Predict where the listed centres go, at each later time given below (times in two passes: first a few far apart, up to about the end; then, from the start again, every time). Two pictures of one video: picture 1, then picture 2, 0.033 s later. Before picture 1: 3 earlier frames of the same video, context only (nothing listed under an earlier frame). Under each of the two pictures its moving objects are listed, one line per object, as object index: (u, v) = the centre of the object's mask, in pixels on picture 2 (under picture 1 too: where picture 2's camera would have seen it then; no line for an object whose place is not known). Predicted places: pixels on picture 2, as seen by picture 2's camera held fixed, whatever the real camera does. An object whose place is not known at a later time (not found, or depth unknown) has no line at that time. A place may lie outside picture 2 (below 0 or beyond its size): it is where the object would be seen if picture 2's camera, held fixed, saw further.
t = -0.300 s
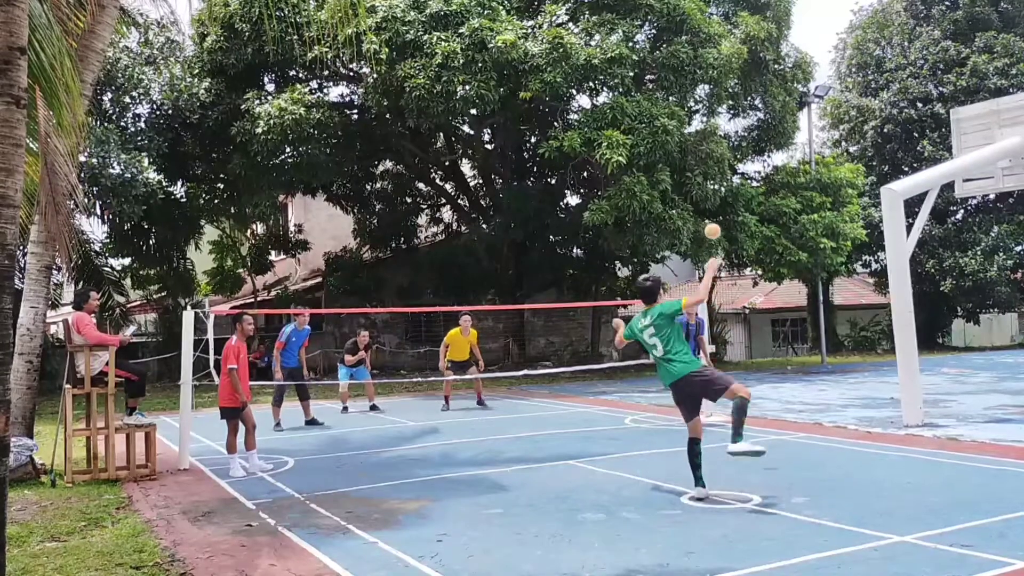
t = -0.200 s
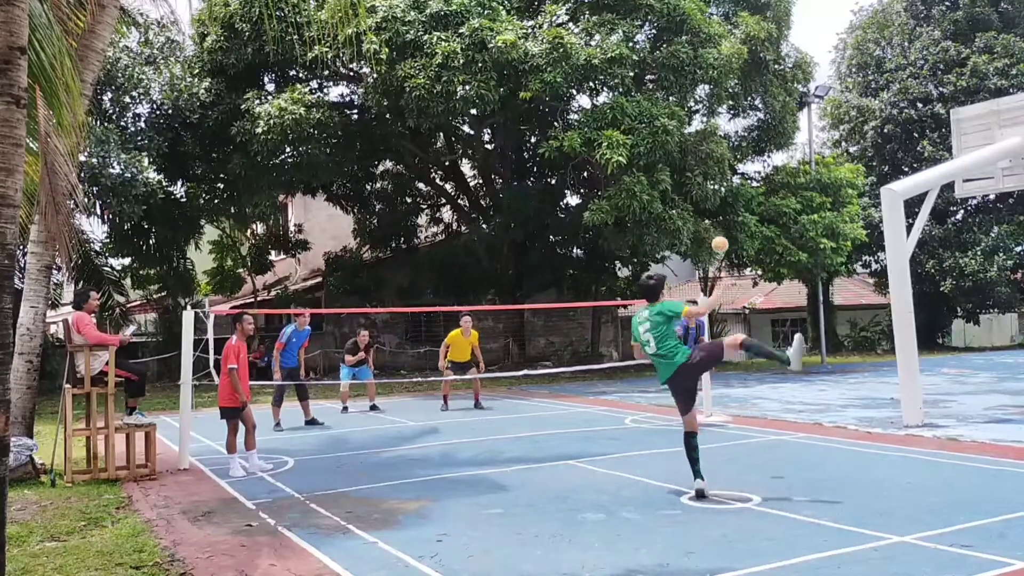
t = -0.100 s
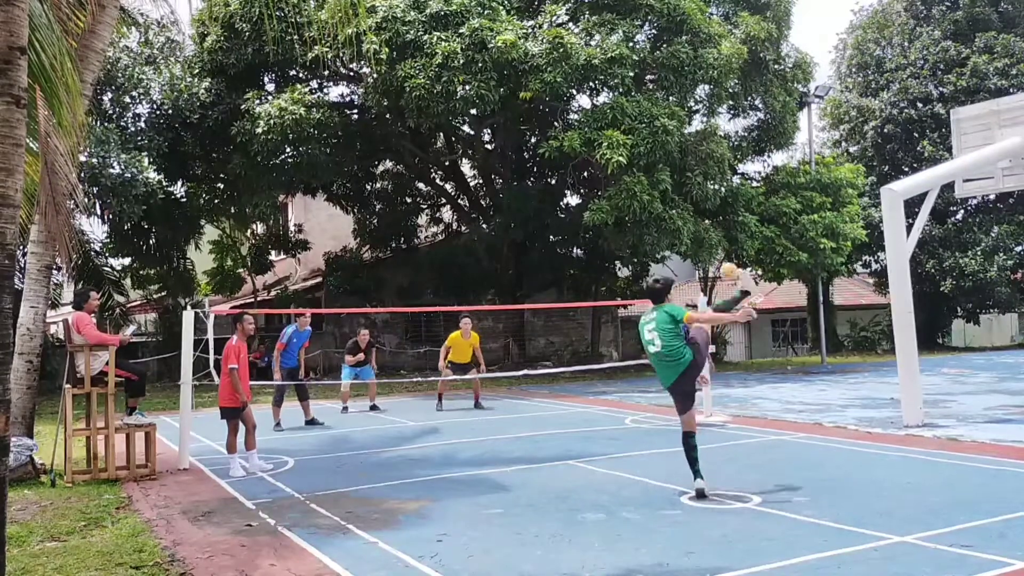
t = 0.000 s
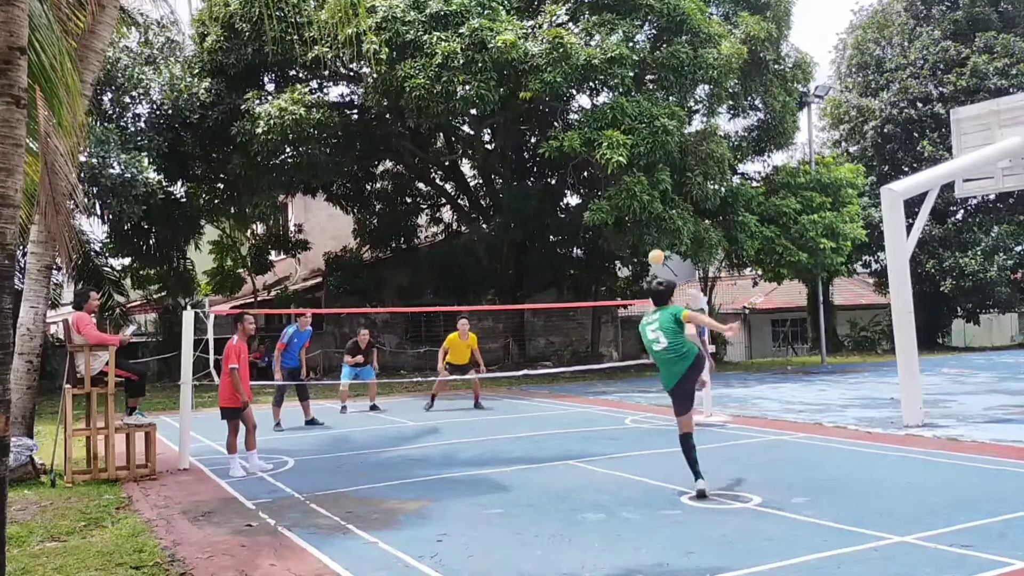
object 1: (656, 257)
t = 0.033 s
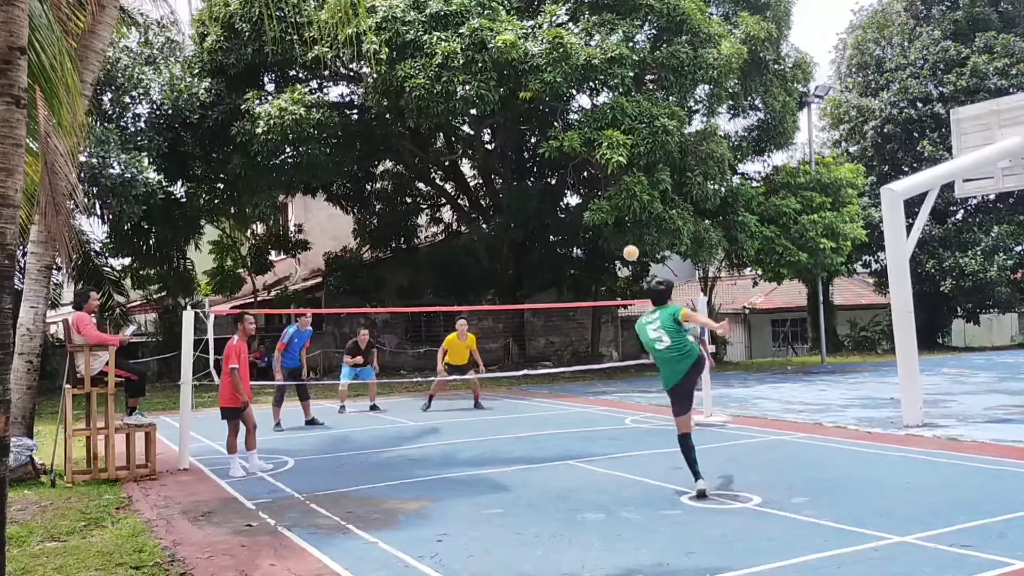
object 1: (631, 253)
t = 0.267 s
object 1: (494, 256)
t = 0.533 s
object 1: (392, 308)
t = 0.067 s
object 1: (607, 250)
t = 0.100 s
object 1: (585, 248)
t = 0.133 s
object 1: (565, 248)
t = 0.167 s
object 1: (546, 248)
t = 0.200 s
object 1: (528, 250)
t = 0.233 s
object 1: (510, 252)
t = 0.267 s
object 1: (494, 256)
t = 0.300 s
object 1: (479, 260)
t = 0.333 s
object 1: (465, 265)
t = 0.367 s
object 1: (451, 271)
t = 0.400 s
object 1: (438, 277)
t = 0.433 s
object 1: (425, 284)
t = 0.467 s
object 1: (414, 291)
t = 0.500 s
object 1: (402, 299)
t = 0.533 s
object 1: (392, 308)
